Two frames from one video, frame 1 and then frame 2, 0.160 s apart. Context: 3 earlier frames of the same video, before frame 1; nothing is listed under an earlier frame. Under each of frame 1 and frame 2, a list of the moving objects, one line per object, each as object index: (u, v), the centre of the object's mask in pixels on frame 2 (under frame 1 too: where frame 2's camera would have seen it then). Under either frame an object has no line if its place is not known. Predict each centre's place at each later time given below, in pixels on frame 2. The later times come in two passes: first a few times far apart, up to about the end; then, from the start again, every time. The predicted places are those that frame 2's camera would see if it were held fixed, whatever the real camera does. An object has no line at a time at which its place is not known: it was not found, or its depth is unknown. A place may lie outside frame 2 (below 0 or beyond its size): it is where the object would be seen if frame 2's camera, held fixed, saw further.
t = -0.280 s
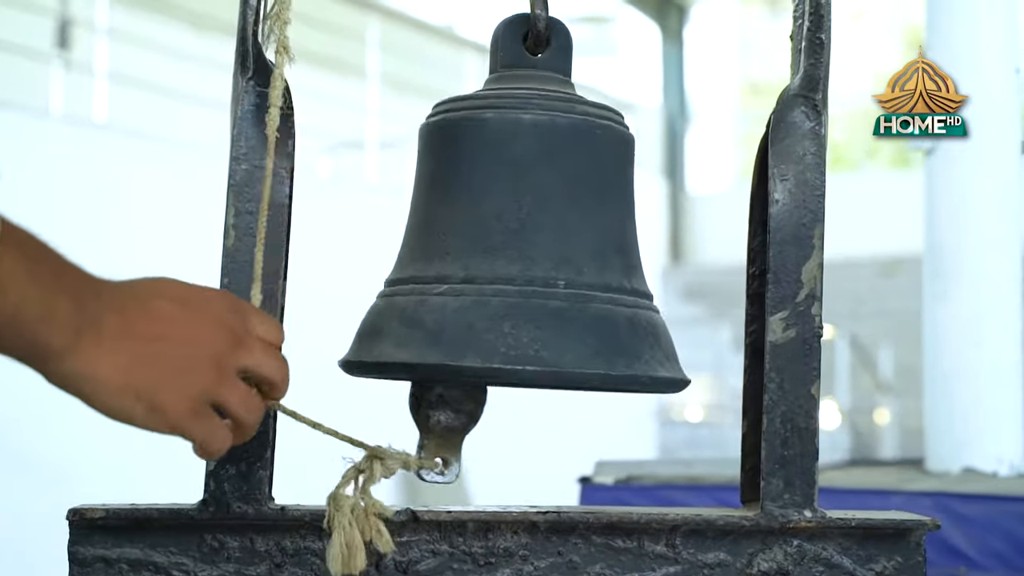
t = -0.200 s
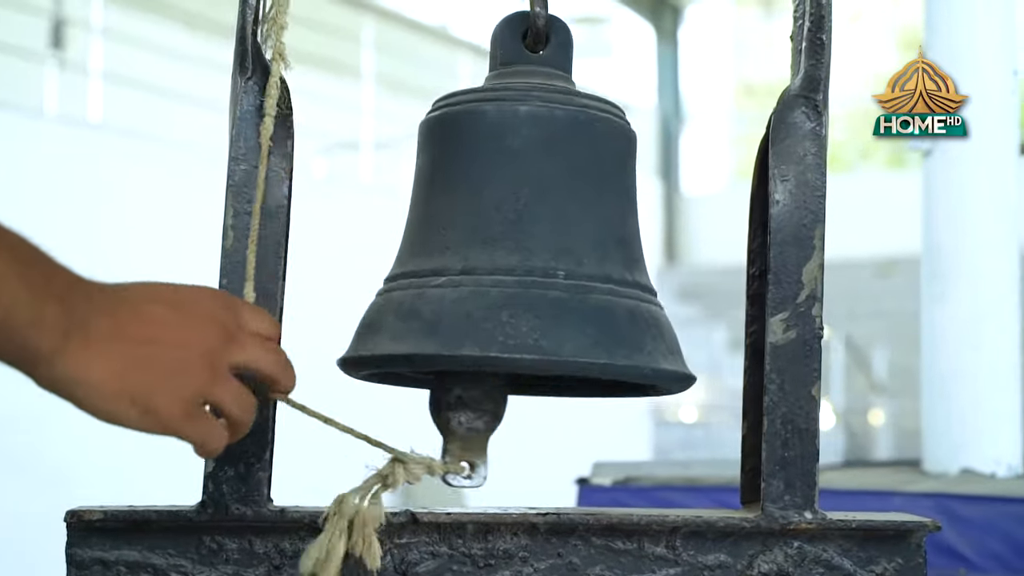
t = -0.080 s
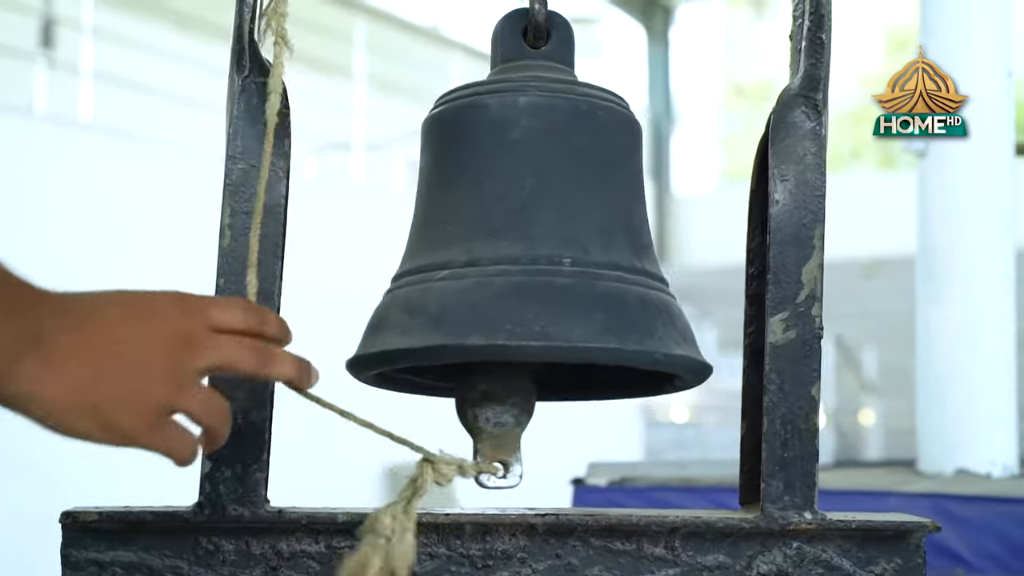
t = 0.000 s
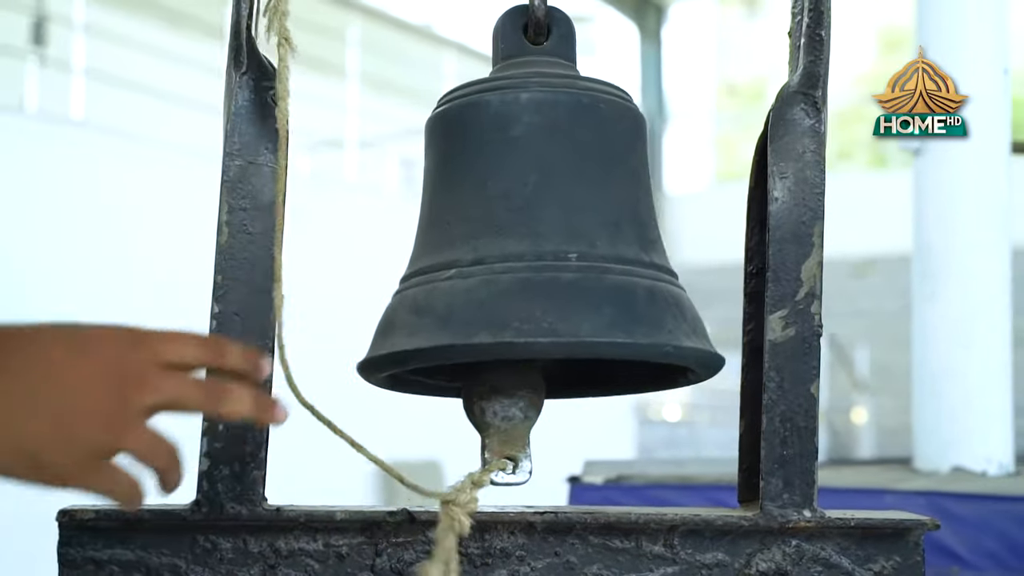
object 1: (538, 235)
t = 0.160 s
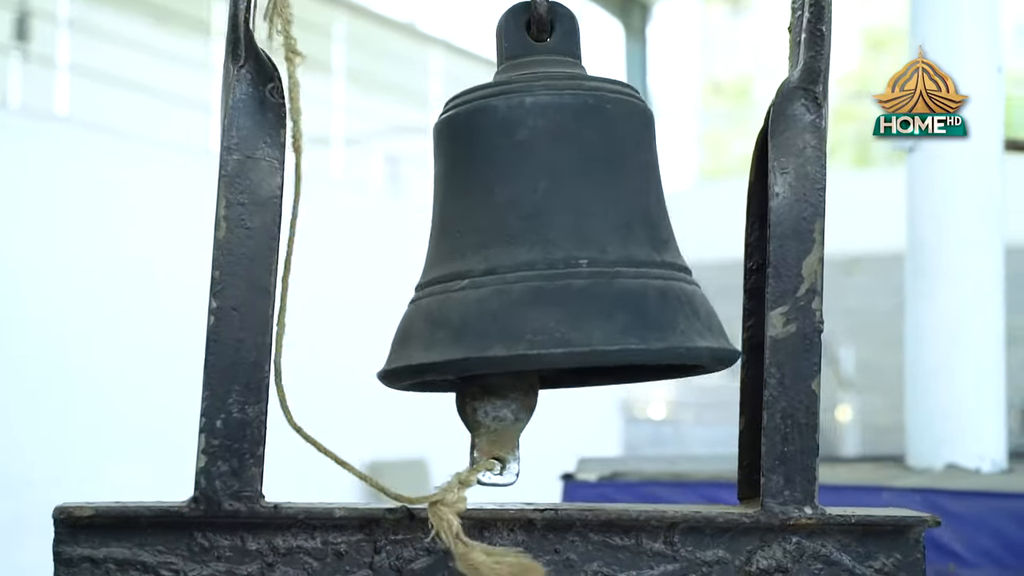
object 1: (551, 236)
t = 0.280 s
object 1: (549, 235)
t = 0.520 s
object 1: (527, 239)
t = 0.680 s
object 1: (521, 235)
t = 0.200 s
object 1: (551, 235)
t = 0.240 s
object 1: (551, 235)
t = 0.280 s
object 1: (549, 235)
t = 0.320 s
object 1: (546, 236)
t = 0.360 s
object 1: (543, 238)
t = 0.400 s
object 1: (539, 238)
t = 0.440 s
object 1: (535, 239)
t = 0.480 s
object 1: (531, 239)
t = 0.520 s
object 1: (527, 239)
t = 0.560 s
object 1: (524, 238)
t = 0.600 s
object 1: (522, 237)
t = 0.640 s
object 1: (521, 236)
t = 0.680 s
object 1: (521, 235)
